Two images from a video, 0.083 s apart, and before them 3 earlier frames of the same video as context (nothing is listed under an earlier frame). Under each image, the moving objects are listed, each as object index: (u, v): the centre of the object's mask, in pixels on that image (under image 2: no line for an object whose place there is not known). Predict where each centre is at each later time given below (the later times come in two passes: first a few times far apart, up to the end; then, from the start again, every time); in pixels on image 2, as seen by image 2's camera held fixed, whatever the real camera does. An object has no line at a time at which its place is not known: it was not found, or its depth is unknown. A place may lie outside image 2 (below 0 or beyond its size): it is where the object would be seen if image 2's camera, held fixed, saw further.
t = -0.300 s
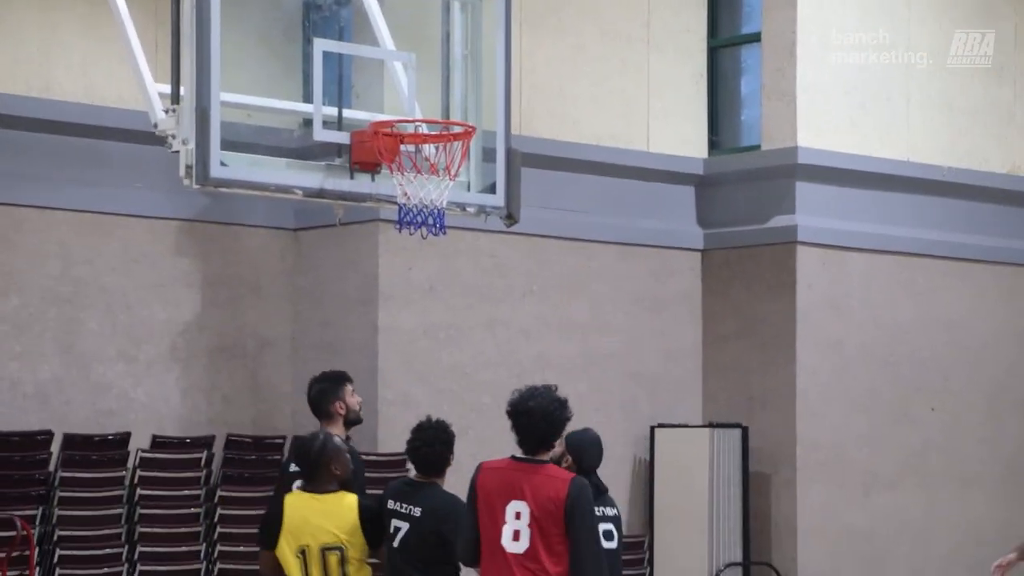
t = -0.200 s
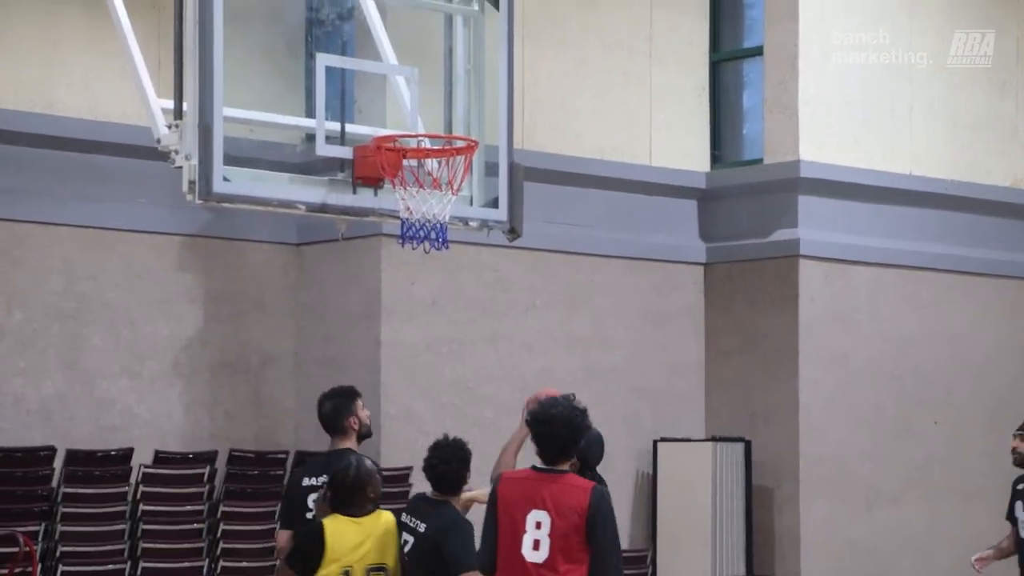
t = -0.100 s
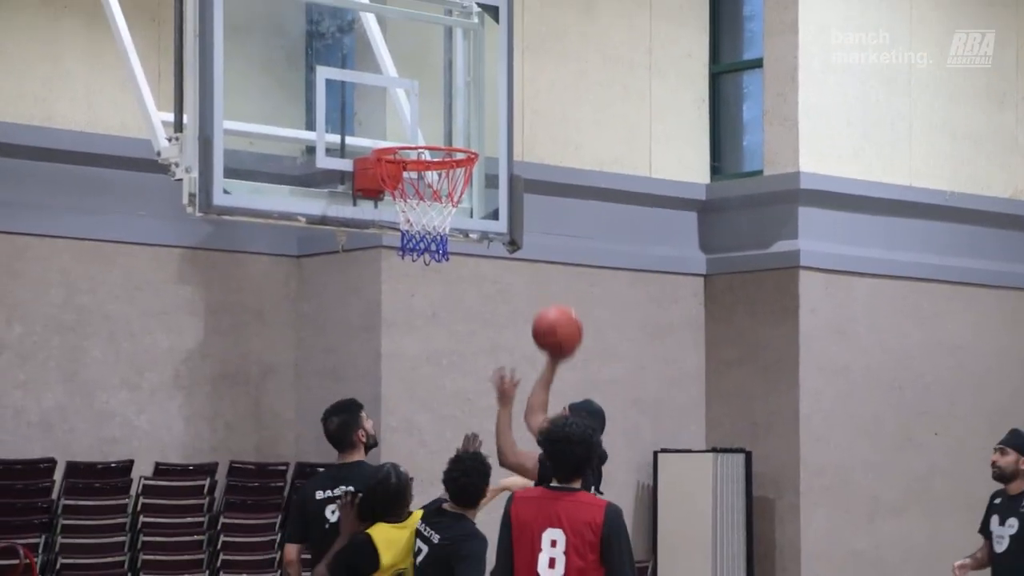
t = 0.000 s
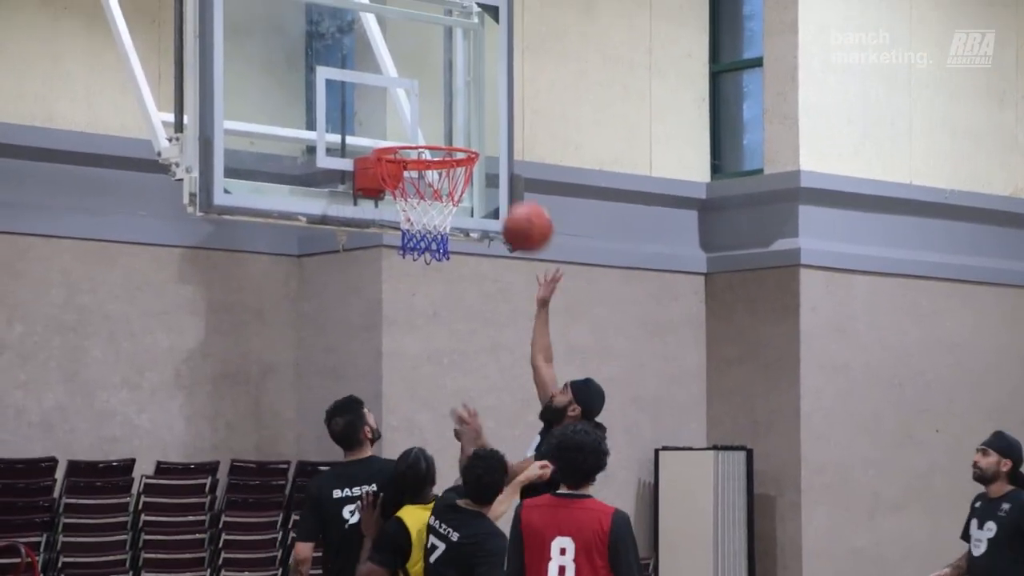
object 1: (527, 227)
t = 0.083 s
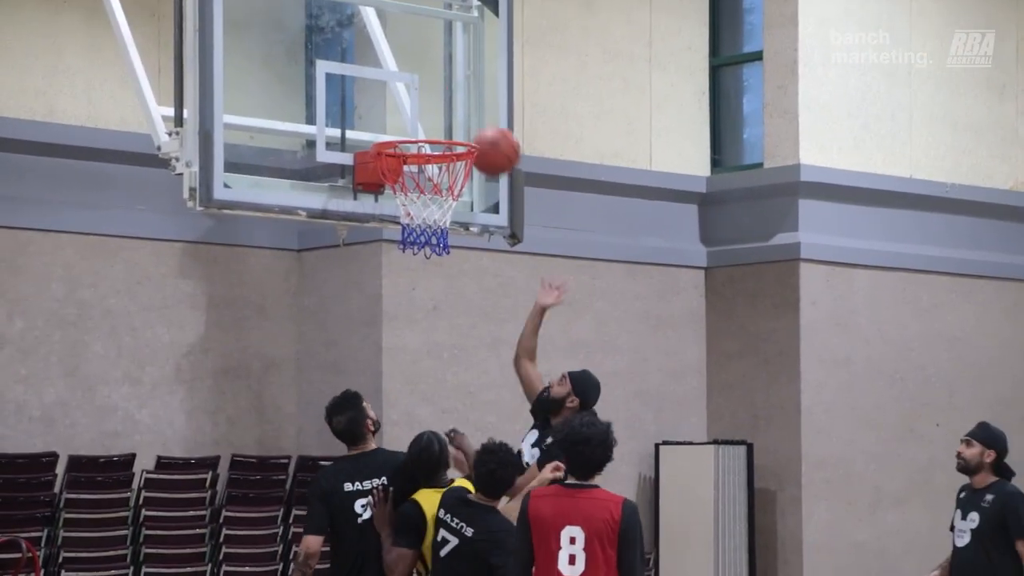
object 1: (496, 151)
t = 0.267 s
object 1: (435, 48)
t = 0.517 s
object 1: (435, 45)
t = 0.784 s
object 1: (426, 135)
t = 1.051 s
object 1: (427, 136)
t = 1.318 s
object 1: (415, 210)
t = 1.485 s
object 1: (397, 309)
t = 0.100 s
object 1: (490, 137)
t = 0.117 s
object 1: (482, 125)
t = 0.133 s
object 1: (474, 115)
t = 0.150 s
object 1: (467, 104)
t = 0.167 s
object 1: (461, 94)
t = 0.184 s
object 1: (454, 84)
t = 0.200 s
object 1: (447, 74)
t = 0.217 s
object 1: (441, 66)
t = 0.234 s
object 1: (435, 58)
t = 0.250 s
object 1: (434, 53)
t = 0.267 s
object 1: (435, 48)
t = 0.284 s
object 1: (435, 44)
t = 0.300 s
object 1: (435, 40)
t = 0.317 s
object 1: (435, 37)
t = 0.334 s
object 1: (435, 34)
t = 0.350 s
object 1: (435, 32)
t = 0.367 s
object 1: (435, 31)
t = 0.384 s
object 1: (435, 31)
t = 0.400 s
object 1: (435, 31)
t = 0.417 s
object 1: (435, 32)
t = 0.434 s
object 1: (435, 33)
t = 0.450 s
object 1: (435, 34)
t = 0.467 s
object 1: (435, 36)
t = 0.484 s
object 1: (435, 38)
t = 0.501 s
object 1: (435, 41)
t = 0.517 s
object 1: (435, 45)
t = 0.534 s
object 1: (436, 50)
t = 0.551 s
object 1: (436, 55)
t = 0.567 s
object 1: (436, 61)
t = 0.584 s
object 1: (436, 67)
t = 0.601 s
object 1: (436, 75)
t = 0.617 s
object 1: (436, 82)
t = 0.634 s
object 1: (436, 91)
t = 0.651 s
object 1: (436, 100)
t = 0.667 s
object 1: (437, 109)
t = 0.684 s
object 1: (437, 117)
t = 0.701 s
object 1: (436, 122)
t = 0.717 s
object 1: (434, 124)
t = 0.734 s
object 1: (432, 125)
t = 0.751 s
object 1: (430, 123)
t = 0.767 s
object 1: (428, 129)
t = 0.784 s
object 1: (426, 135)
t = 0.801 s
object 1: (424, 138)
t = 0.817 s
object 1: (423, 138)
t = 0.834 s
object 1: (422, 142)
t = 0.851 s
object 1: (421, 140)
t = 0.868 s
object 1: (421, 137)
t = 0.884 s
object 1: (420, 137)
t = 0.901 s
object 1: (421, 134)
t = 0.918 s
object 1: (421, 134)
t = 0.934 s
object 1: (421, 132)
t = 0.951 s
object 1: (420, 133)
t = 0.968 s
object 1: (420, 135)
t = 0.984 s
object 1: (421, 135)
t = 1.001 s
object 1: (422, 134)
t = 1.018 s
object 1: (424, 134)
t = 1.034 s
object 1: (426, 135)
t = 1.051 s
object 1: (427, 136)
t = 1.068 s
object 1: (429, 137)
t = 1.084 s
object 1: (430, 140)
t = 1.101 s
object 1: (432, 143)
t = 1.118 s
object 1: (433, 147)
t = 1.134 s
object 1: (435, 151)
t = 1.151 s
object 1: (437, 155)
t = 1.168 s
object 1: (437, 159)
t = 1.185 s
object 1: (434, 164)
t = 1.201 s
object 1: (432, 168)
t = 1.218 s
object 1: (430, 172)
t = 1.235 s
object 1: (428, 176)
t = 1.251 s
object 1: (424, 181)
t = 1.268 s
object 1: (422, 190)
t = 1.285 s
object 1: (419, 197)
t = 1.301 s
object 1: (417, 202)
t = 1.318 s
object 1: (415, 210)
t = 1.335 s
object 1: (411, 220)
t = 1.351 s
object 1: (409, 226)
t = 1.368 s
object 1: (408, 235)
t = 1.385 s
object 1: (407, 244)
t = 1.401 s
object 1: (405, 253)
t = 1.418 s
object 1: (403, 263)
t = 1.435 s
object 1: (402, 273)
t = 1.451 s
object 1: (400, 285)
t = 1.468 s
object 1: (399, 296)
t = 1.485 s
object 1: (397, 309)
